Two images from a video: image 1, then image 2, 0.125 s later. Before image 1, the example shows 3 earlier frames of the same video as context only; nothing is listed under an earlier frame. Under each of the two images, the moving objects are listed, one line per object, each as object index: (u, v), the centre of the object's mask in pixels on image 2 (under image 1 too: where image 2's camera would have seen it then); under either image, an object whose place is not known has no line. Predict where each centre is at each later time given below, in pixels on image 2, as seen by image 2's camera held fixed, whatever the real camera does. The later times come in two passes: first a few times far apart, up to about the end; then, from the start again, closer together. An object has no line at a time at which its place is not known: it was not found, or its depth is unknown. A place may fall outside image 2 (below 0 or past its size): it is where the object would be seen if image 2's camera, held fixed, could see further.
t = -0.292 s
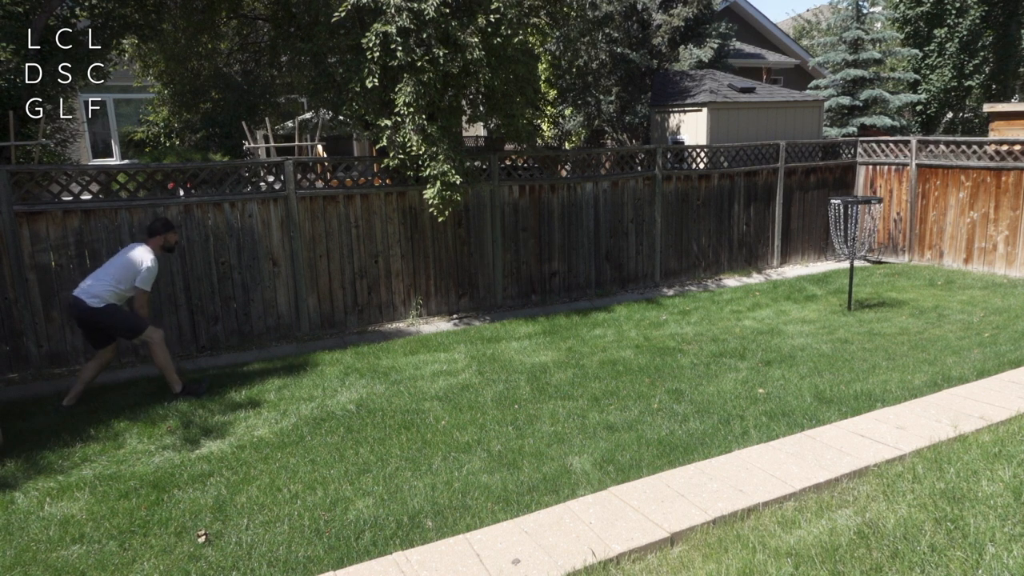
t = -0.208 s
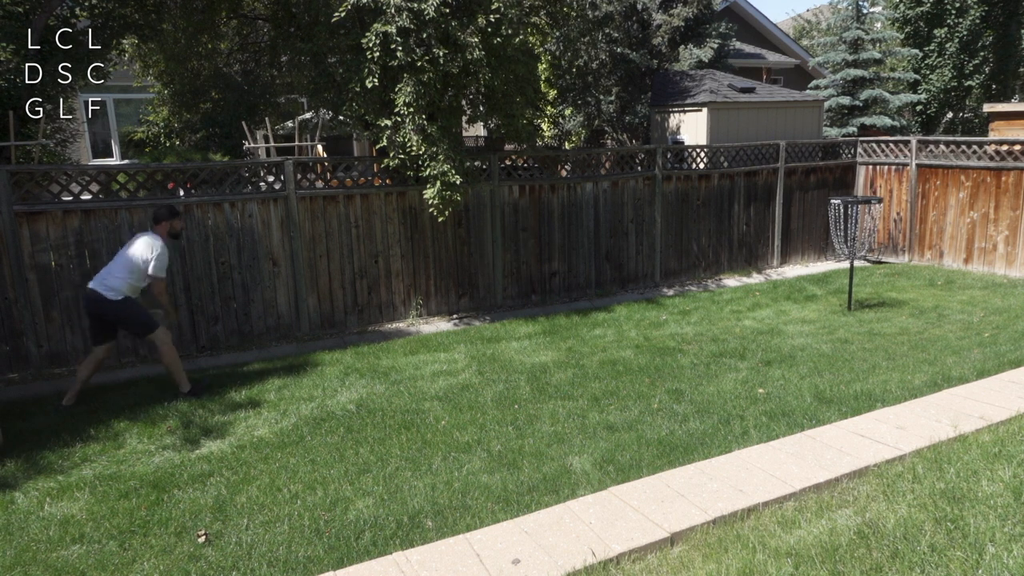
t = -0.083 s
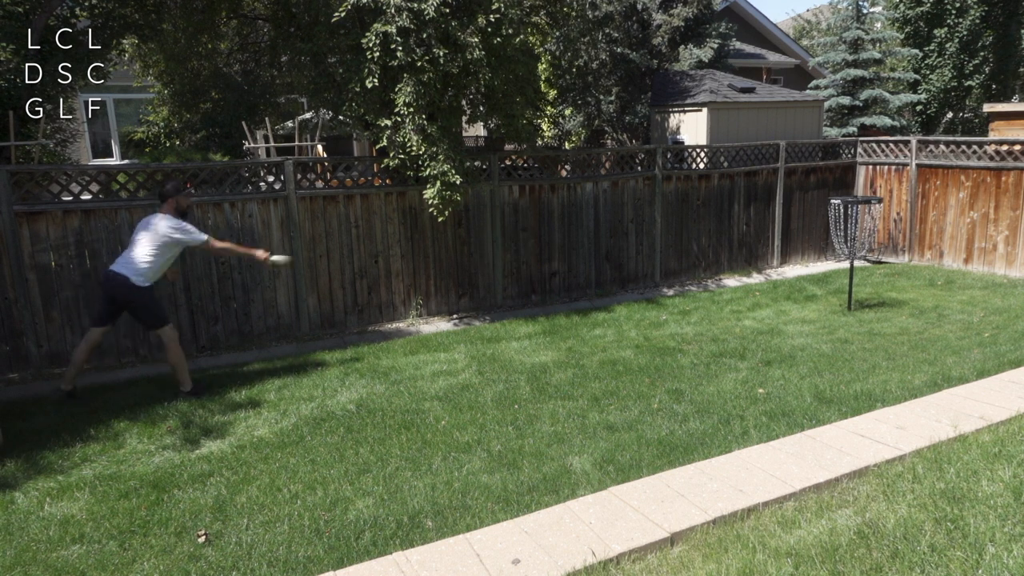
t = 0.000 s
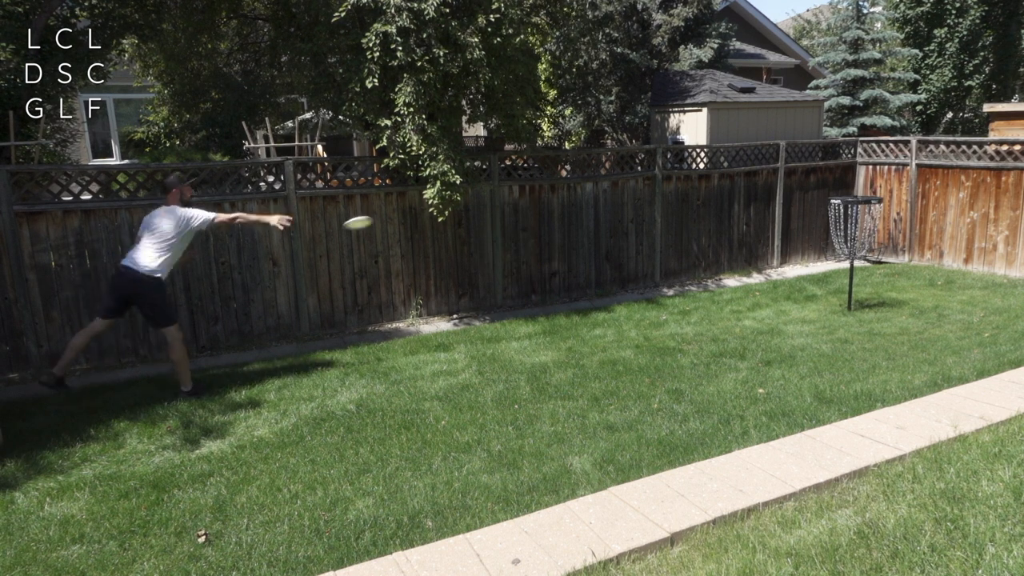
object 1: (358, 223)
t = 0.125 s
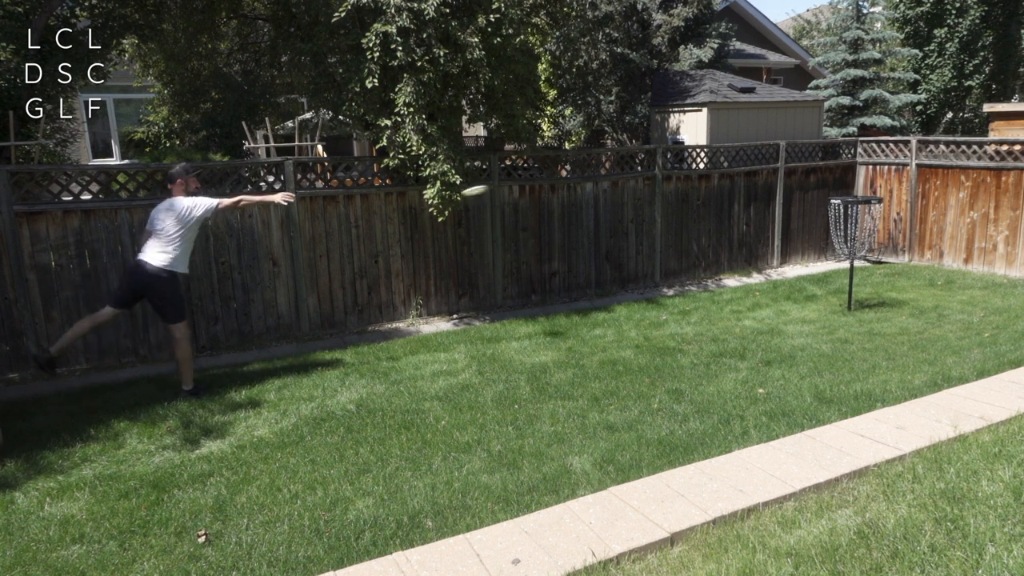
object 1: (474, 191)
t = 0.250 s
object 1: (581, 181)
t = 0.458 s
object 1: (739, 195)
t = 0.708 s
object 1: (843, 227)
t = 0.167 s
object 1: (511, 184)
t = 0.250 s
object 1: (581, 181)
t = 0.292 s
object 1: (615, 181)
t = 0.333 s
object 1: (647, 182)
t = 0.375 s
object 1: (679, 186)
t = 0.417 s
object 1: (710, 190)
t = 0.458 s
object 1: (739, 195)
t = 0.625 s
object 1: (837, 219)
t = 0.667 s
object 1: (842, 222)
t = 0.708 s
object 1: (843, 227)
